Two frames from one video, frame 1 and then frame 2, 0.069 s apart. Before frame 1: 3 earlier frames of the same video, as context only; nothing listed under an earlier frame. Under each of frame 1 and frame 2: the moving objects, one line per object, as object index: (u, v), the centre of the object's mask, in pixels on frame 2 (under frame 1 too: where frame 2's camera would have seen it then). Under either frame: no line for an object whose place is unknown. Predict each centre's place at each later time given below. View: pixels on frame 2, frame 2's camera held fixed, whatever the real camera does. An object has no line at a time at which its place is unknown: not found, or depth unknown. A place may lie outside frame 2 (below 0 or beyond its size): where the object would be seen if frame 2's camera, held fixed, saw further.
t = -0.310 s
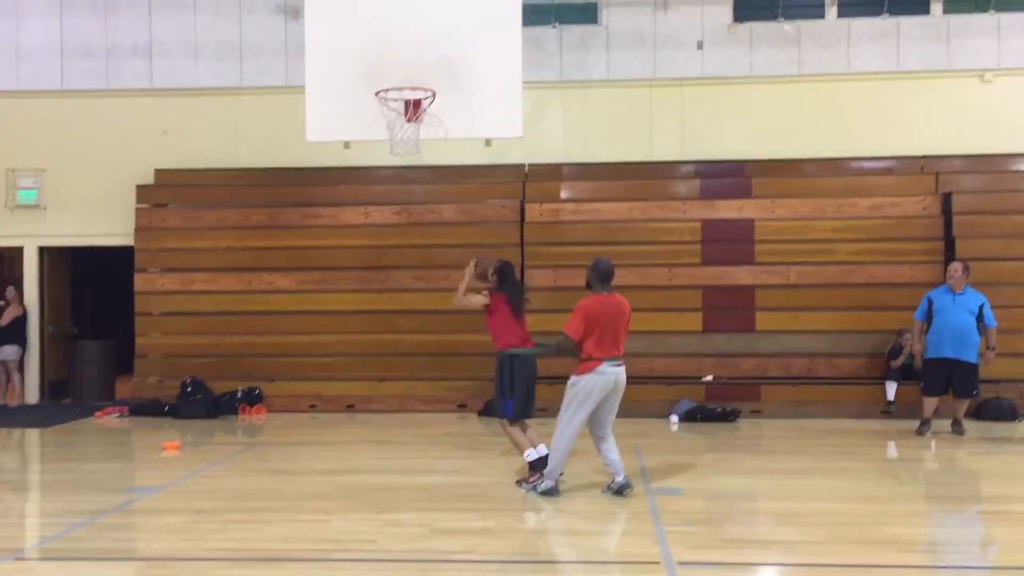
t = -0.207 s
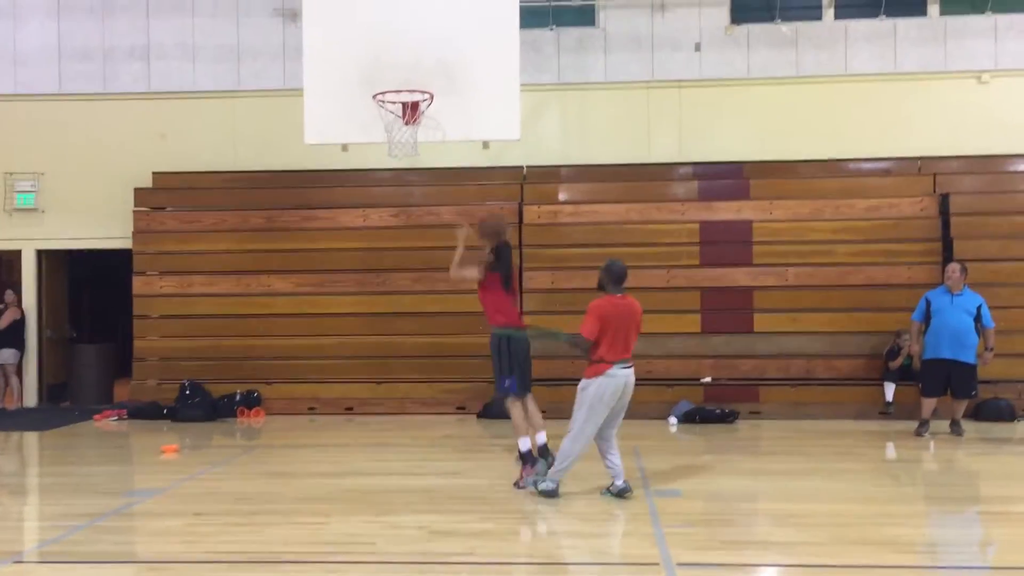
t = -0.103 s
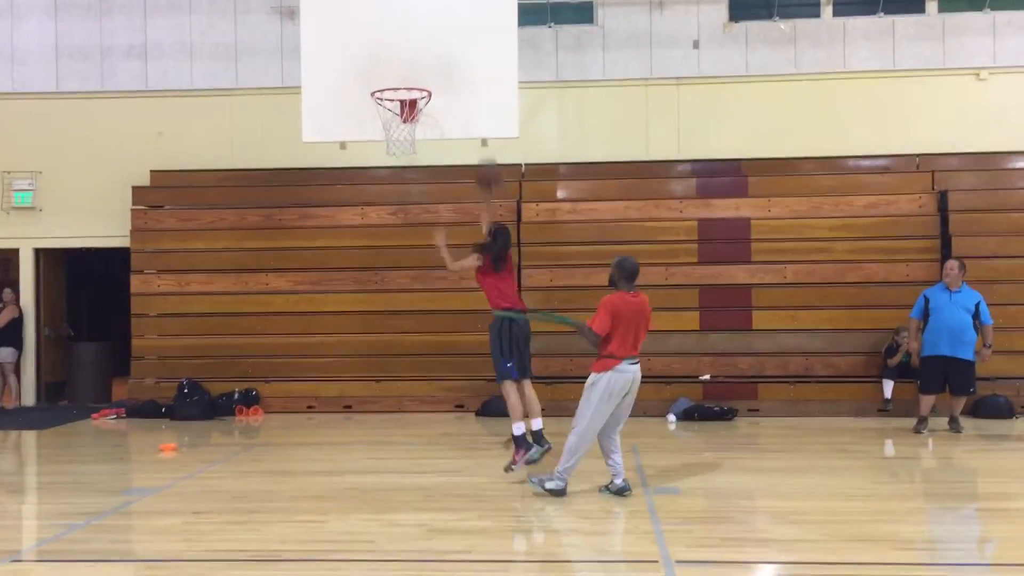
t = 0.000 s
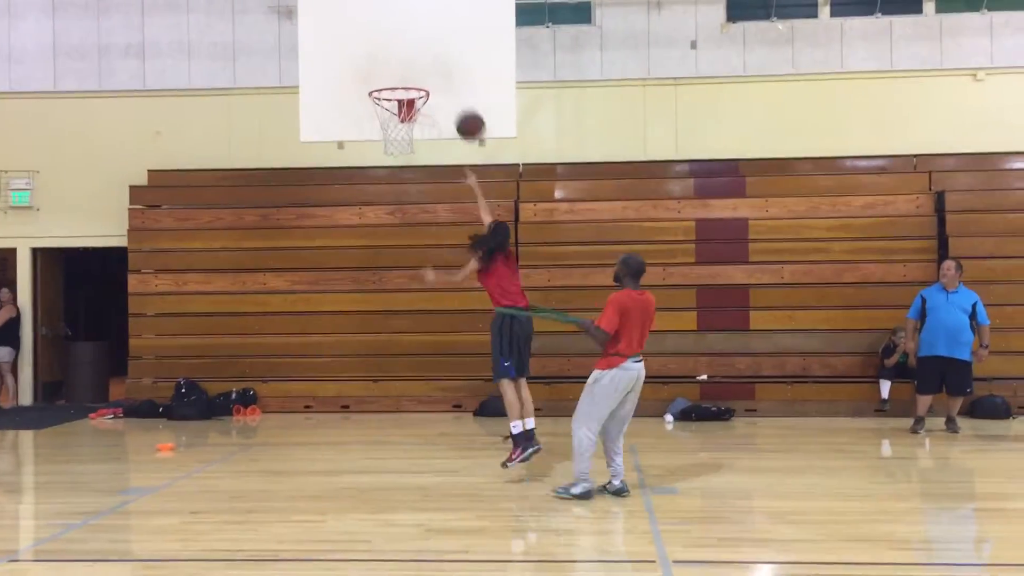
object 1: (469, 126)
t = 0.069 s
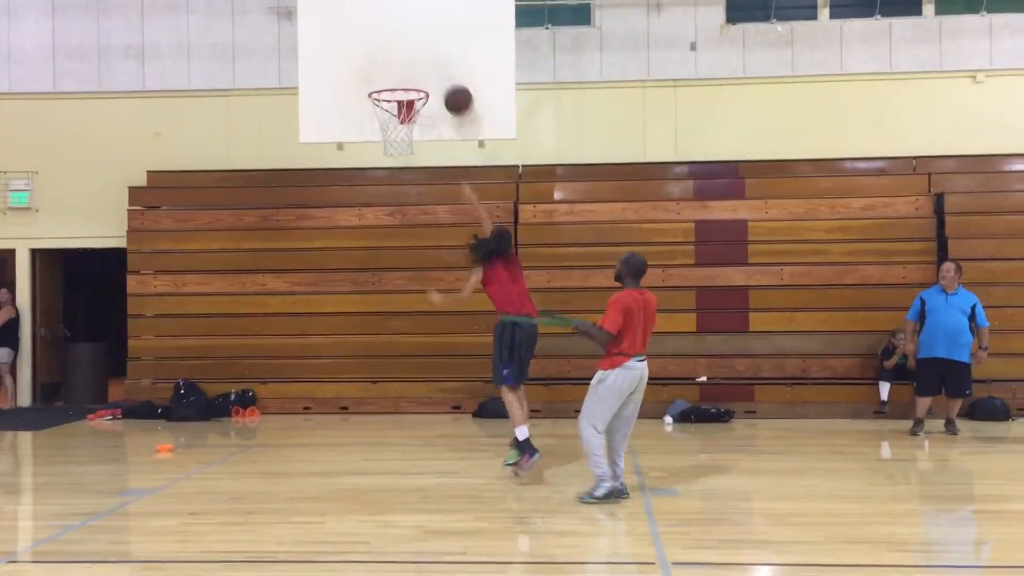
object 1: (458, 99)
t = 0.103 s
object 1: (452, 88)
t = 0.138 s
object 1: (447, 79)
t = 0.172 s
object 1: (442, 71)
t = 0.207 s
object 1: (437, 66)
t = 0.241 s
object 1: (433, 63)
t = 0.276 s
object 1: (429, 61)
